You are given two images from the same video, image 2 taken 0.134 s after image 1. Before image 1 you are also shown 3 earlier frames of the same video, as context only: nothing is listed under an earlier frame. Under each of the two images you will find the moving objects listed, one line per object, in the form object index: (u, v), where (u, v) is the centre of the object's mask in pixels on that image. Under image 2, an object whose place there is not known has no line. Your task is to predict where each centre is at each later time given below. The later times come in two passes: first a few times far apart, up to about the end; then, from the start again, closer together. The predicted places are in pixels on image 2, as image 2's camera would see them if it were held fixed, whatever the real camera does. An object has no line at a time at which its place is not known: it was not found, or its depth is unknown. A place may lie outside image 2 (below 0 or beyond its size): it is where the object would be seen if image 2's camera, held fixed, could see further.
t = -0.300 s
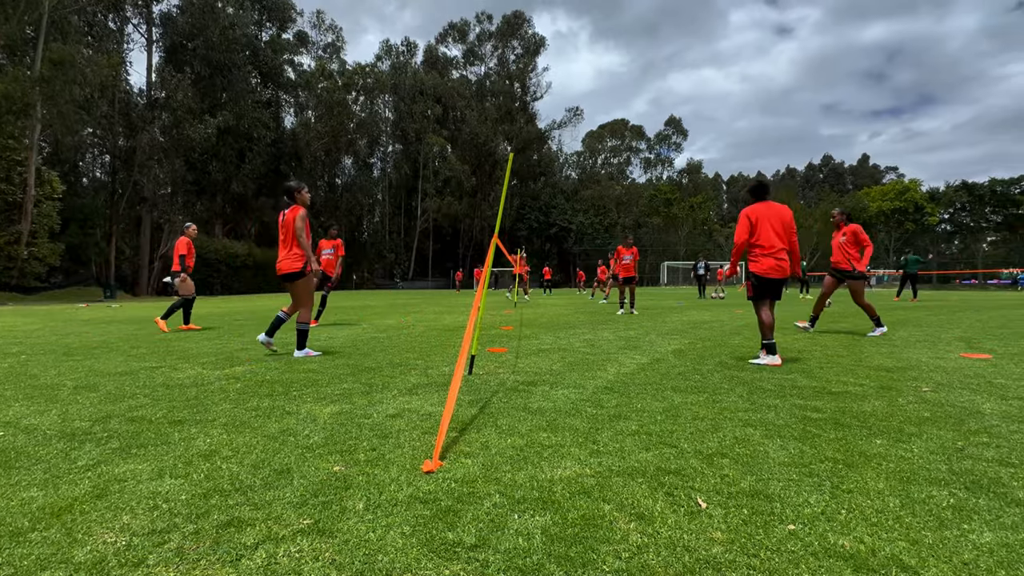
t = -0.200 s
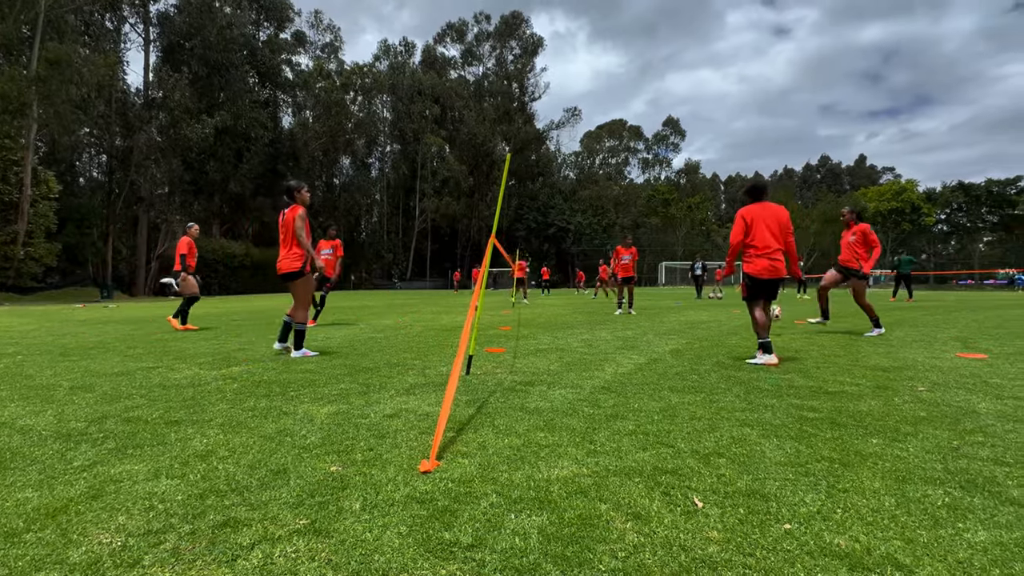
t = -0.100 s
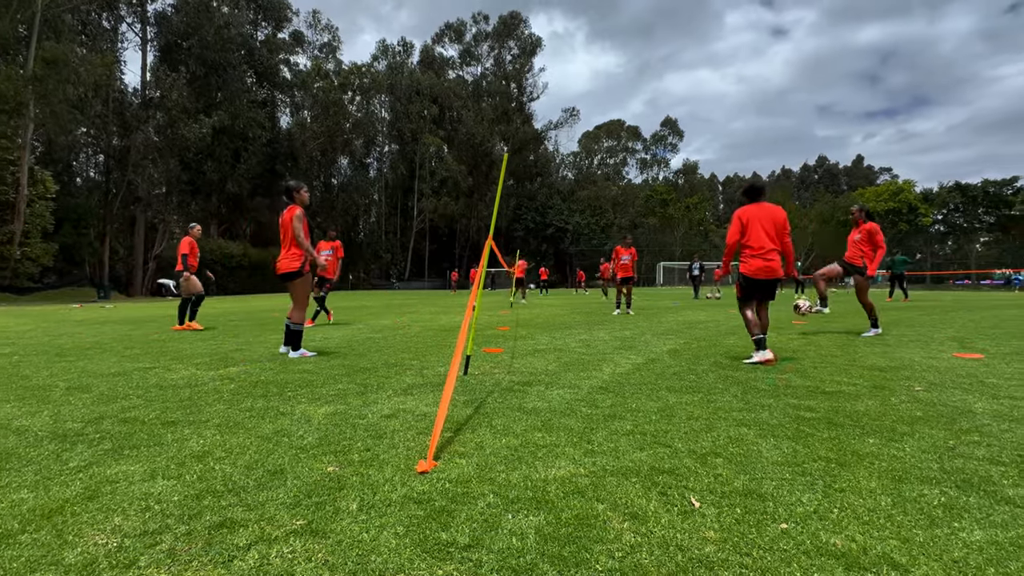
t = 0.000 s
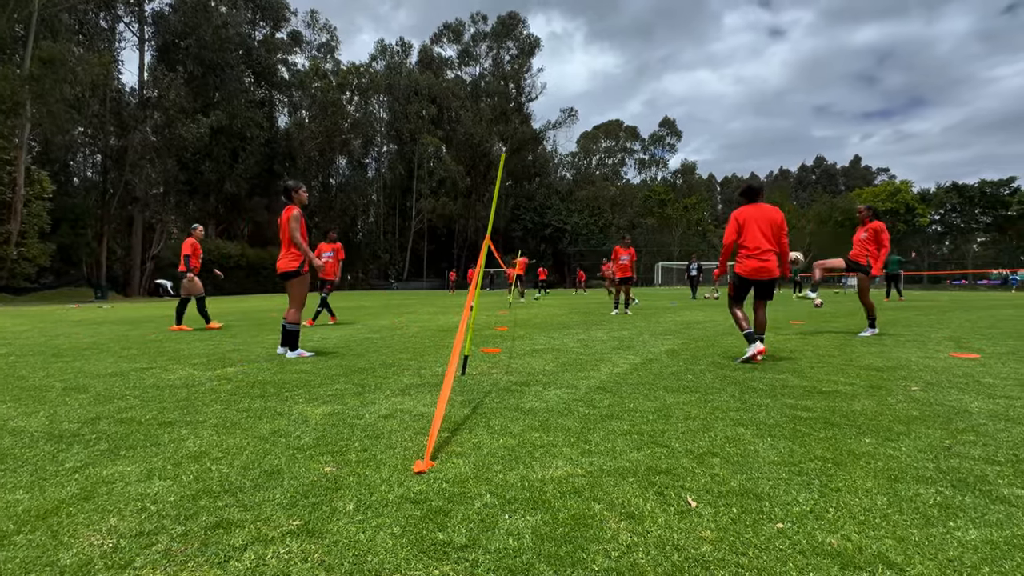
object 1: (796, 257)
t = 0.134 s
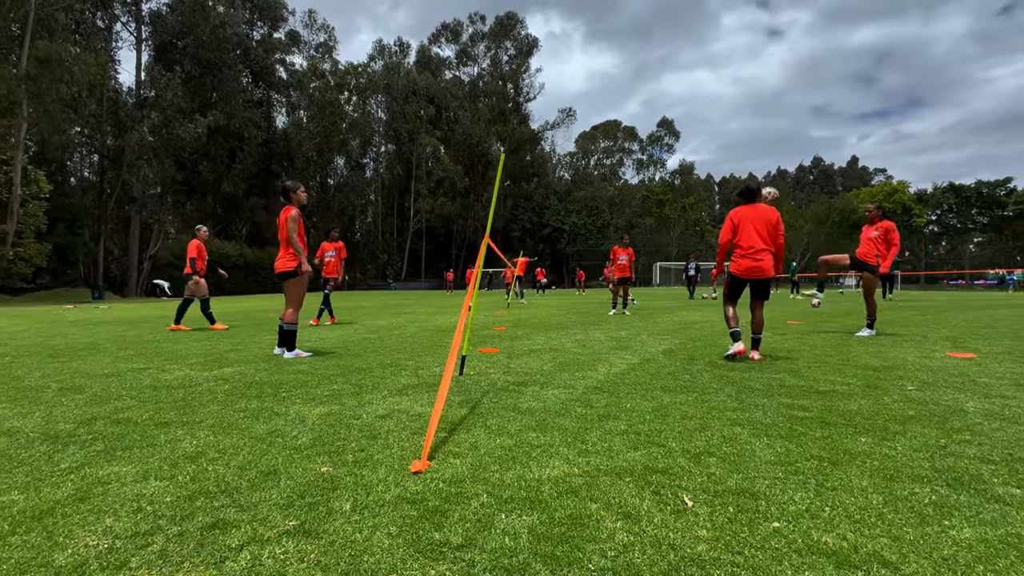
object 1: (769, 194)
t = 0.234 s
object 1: (751, 155)
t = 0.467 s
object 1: (706, 84)
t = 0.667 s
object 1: (665, 55)
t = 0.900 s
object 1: (612, 65)
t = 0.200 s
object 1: (757, 167)
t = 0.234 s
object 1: (751, 155)
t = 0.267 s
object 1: (745, 142)
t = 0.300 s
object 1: (738, 130)
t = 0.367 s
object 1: (726, 109)
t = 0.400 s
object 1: (719, 100)
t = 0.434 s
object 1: (713, 91)
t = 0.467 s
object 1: (706, 84)
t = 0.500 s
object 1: (700, 76)
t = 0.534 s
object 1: (693, 70)
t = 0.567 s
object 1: (686, 65)
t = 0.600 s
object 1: (679, 61)
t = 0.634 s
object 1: (672, 57)
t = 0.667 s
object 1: (665, 55)
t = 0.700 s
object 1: (658, 53)
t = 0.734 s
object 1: (651, 52)
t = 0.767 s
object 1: (643, 53)
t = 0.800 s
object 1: (636, 55)
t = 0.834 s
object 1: (628, 57)
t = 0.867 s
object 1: (620, 60)
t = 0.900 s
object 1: (612, 65)
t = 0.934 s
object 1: (604, 70)
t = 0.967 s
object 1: (596, 77)
